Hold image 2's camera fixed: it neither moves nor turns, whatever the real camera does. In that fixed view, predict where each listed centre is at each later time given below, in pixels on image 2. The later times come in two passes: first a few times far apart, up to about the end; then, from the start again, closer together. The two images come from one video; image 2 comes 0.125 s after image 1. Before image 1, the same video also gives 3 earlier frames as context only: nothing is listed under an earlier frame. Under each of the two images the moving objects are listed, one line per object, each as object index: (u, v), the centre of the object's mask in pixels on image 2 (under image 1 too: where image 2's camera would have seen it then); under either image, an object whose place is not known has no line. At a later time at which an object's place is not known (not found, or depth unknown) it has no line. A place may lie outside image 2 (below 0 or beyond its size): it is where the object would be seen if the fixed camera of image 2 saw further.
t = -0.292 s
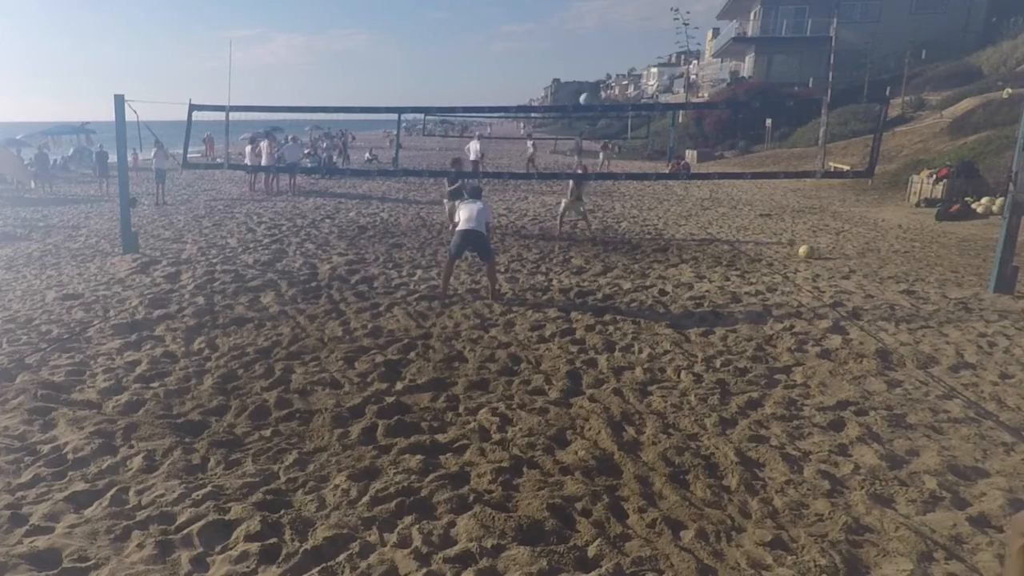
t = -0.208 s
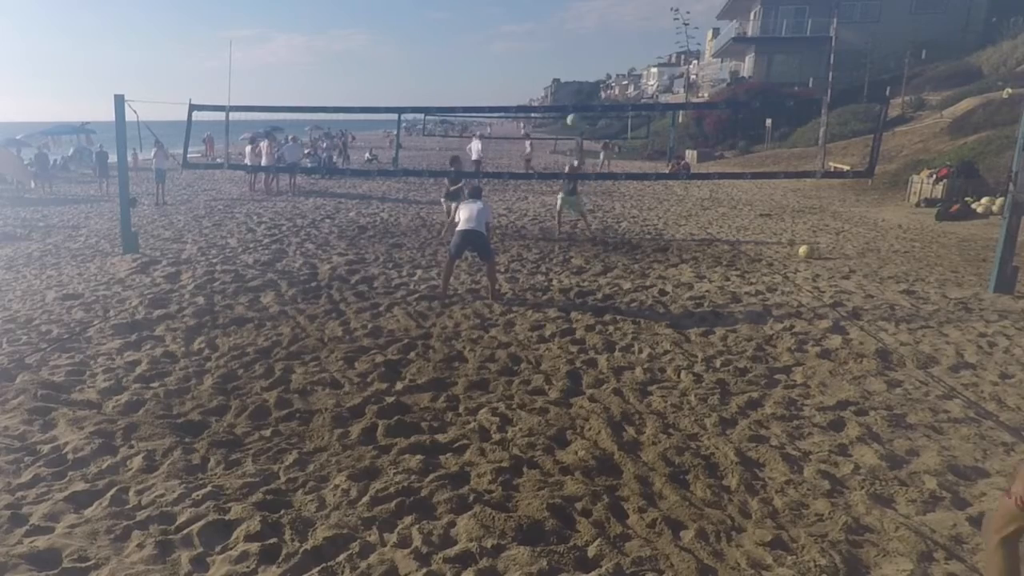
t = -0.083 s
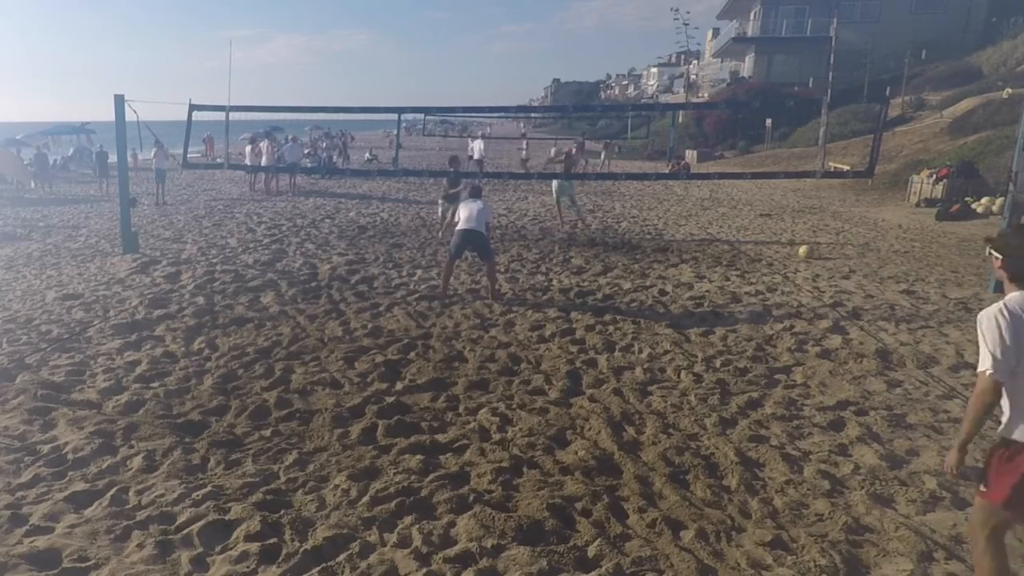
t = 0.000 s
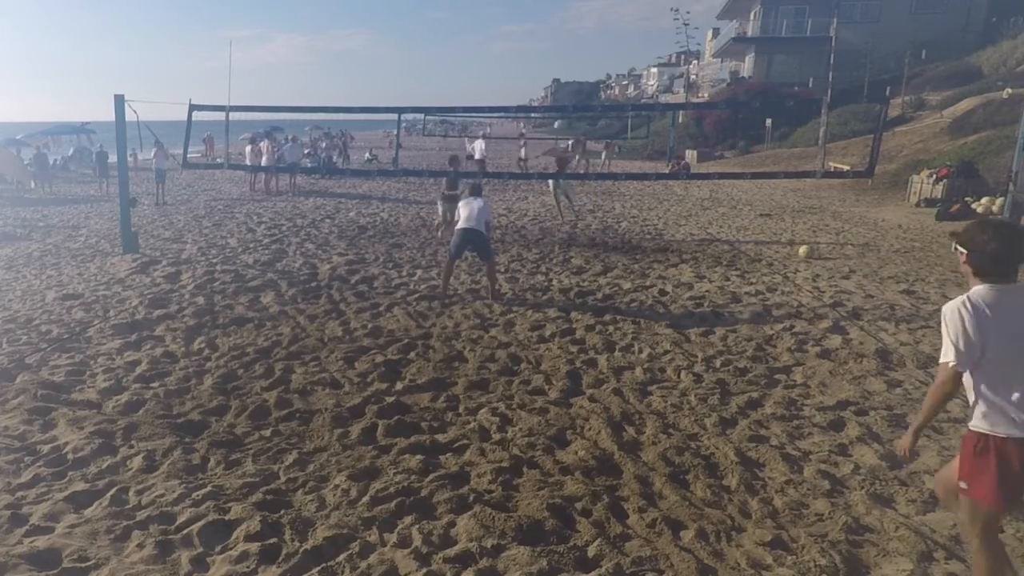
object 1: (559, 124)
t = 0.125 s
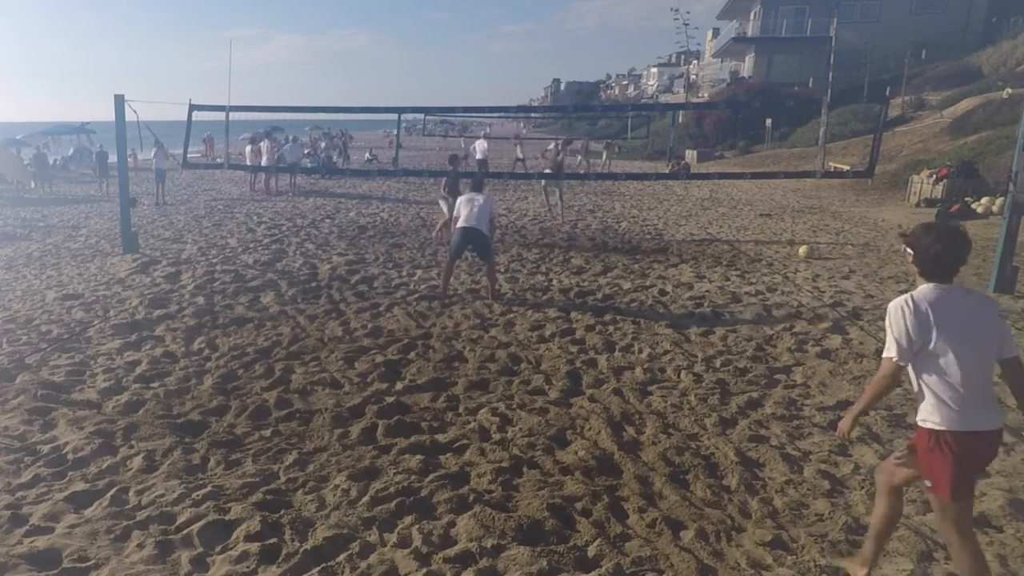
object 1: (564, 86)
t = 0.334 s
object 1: (576, 37)
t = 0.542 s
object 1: (585, 11)
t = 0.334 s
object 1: (576, 37)
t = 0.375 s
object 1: (579, 30)
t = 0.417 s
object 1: (580, 24)
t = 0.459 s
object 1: (582, 18)
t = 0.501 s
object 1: (584, 14)
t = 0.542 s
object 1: (585, 11)
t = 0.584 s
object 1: (587, 8)
